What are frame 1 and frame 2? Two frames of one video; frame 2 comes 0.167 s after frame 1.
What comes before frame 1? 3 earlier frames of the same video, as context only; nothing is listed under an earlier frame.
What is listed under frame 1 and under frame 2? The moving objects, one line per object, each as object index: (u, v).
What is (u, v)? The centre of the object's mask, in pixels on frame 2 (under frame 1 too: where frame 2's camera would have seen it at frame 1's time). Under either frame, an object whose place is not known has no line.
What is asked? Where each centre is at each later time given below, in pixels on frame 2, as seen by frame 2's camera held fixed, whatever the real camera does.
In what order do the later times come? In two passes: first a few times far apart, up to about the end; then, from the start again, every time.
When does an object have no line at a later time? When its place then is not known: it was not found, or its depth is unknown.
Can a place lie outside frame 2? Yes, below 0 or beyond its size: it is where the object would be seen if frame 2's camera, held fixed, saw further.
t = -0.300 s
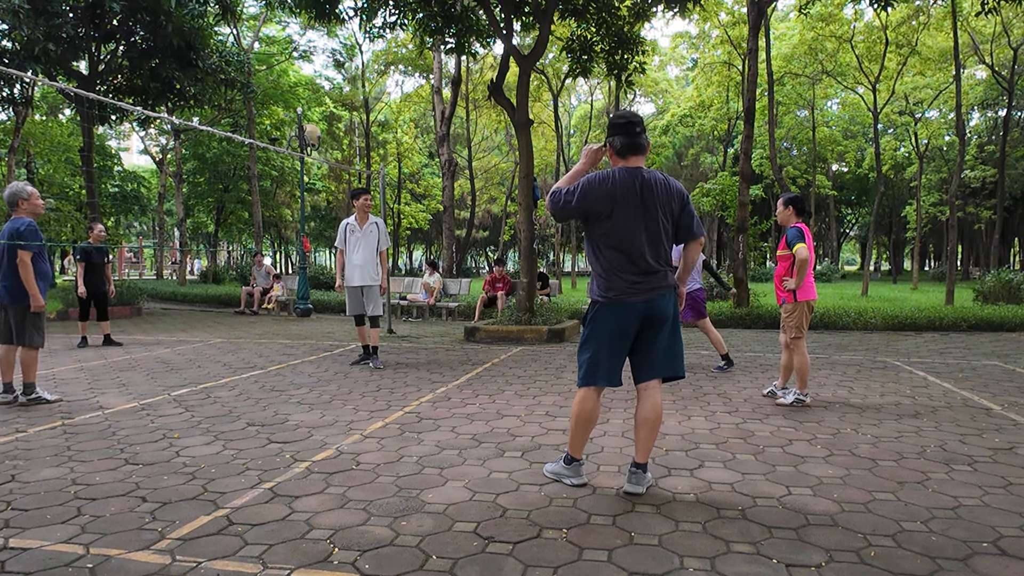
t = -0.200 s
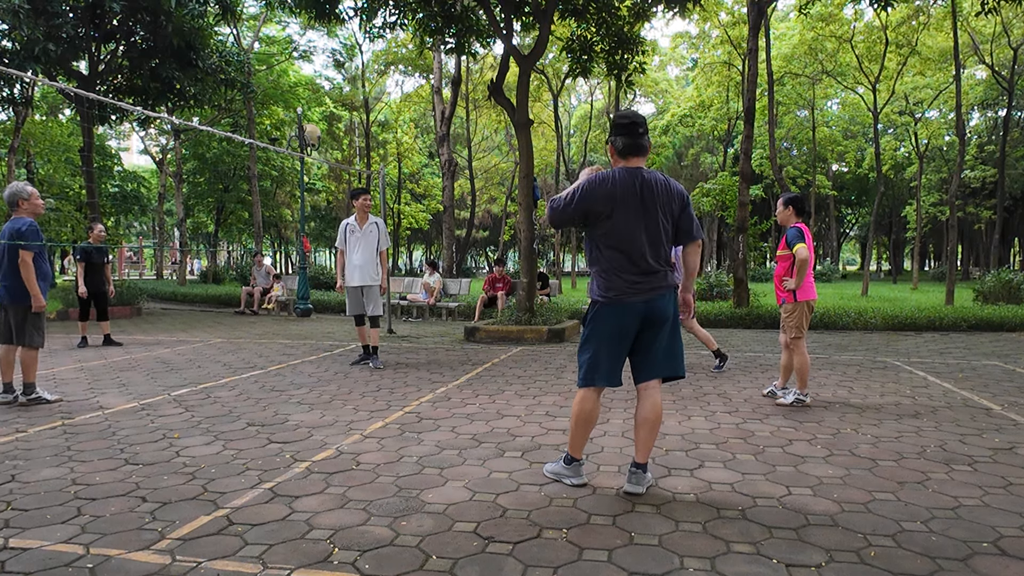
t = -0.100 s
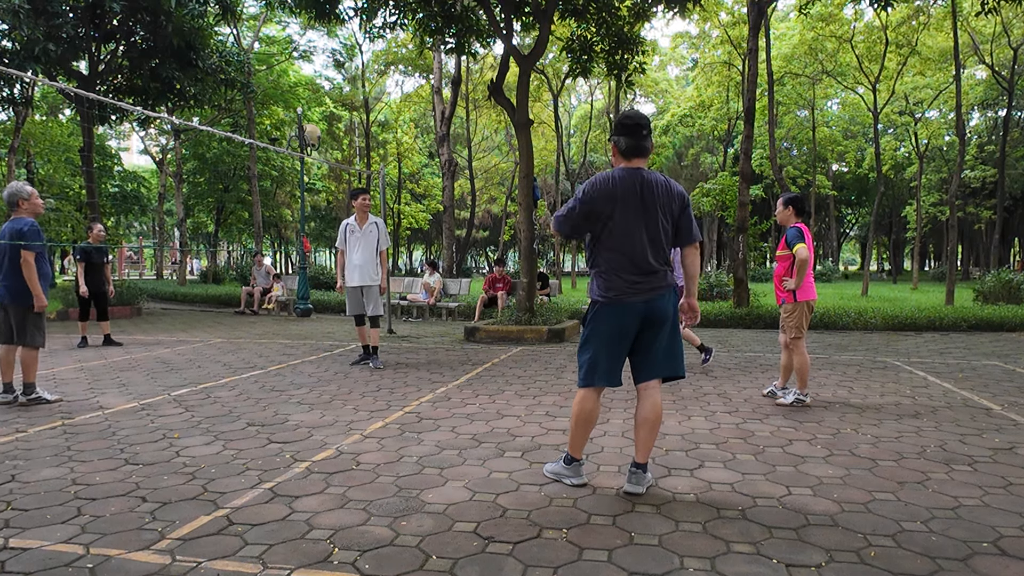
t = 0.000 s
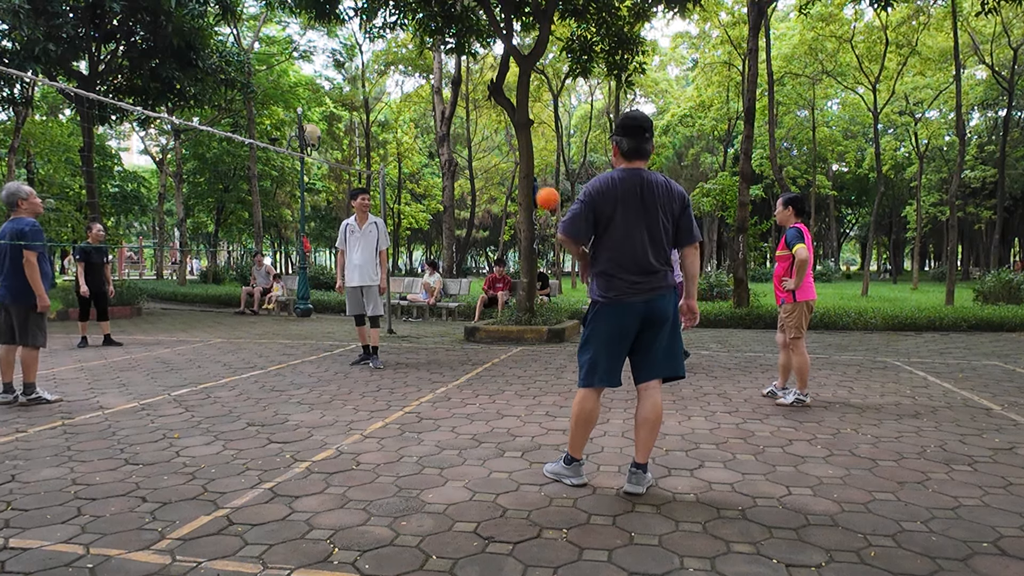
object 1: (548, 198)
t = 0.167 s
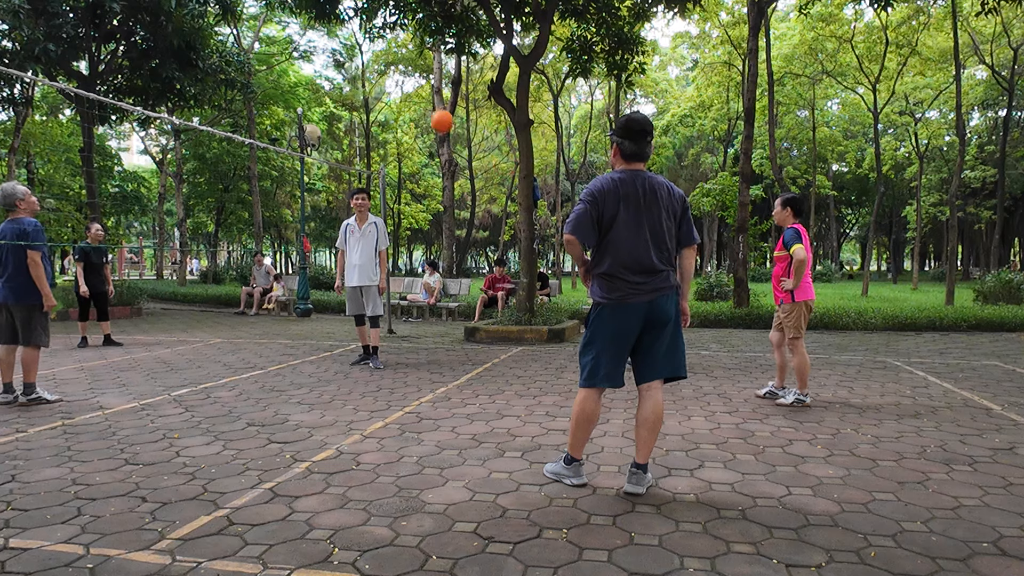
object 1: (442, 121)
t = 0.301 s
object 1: (361, 79)
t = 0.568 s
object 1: (204, 53)
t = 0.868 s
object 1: (33, 108)
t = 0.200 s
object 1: (422, 109)
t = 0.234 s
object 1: (401, 98)
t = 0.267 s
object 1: (380, 89)
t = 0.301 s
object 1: (361, 79)
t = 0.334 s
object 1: (342, 72)
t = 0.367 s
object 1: (321, 66)
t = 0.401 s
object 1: (301, 61)
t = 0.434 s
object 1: (282, 57)
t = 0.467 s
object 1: (262, 54)
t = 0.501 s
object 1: (243, 53)
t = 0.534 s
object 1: (223, 52)
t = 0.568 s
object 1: (204, 53)
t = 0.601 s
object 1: (184, 55)
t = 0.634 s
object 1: (165, 57)
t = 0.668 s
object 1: (146, 61)
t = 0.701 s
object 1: (127, 66)
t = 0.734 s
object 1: (108, 72)
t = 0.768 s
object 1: (89, 79)
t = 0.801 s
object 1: (72, 87)
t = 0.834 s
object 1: (52, 98)
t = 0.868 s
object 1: (33, 108)
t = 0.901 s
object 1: (15, 120)
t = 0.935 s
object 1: (5, 134)
